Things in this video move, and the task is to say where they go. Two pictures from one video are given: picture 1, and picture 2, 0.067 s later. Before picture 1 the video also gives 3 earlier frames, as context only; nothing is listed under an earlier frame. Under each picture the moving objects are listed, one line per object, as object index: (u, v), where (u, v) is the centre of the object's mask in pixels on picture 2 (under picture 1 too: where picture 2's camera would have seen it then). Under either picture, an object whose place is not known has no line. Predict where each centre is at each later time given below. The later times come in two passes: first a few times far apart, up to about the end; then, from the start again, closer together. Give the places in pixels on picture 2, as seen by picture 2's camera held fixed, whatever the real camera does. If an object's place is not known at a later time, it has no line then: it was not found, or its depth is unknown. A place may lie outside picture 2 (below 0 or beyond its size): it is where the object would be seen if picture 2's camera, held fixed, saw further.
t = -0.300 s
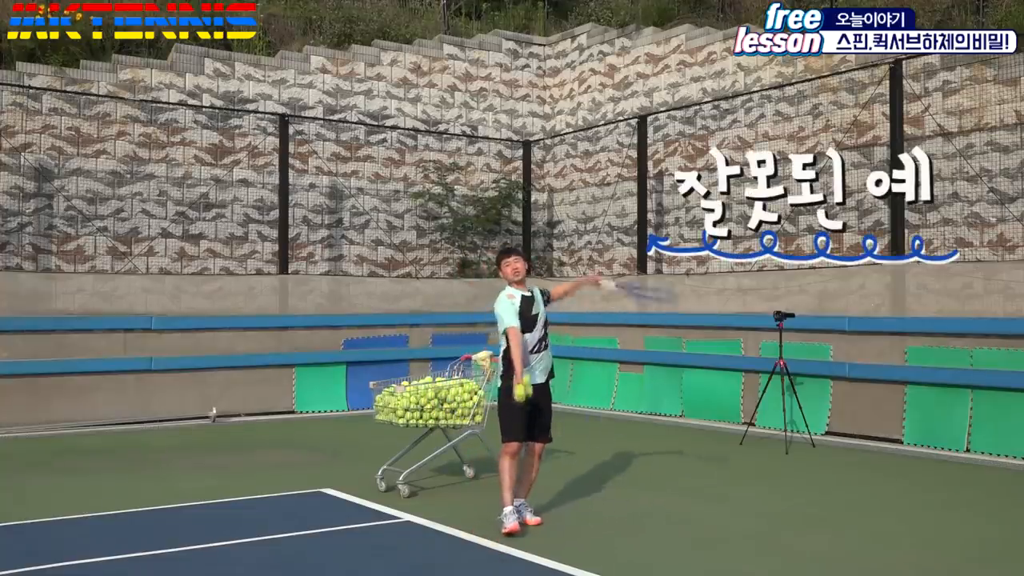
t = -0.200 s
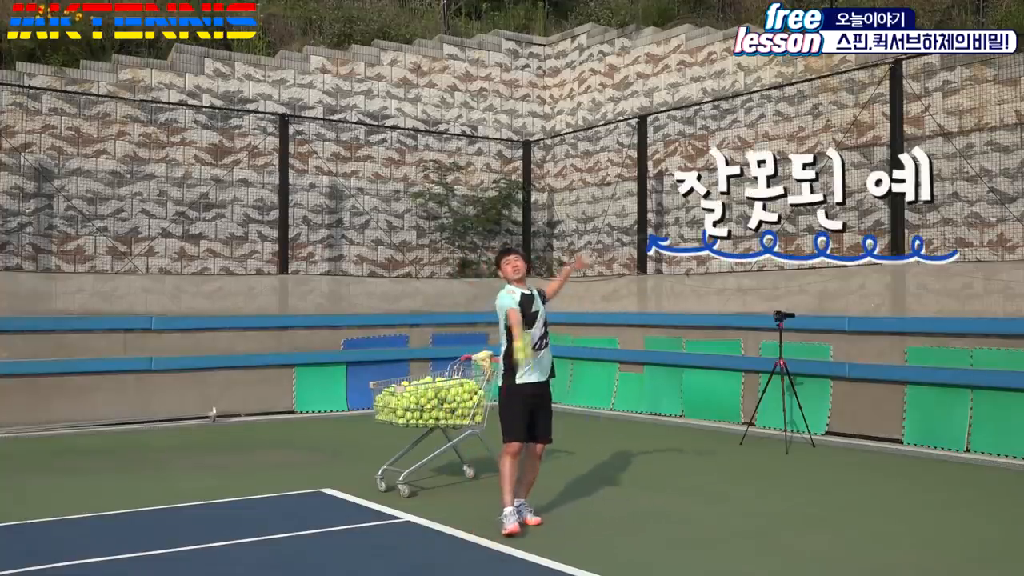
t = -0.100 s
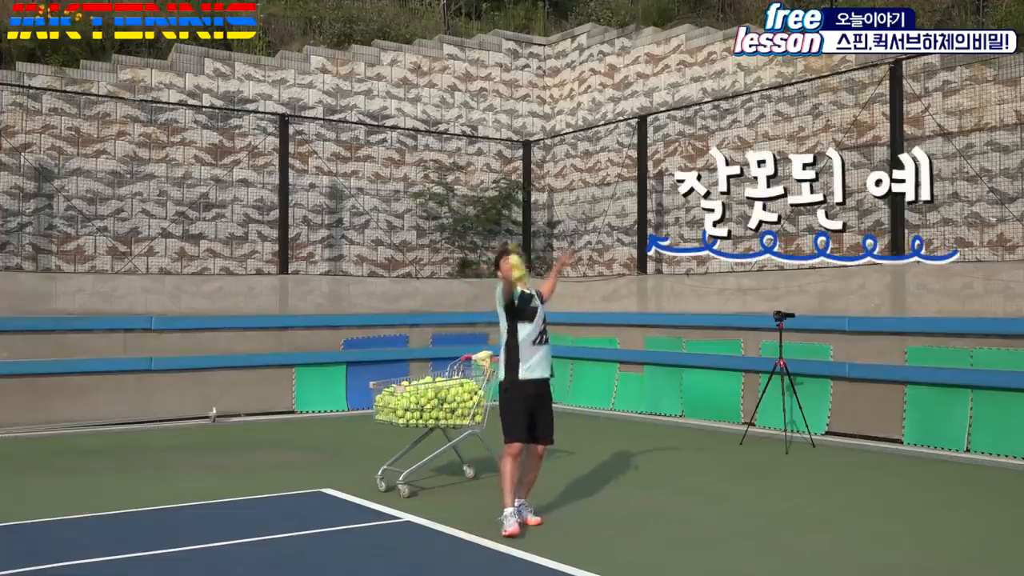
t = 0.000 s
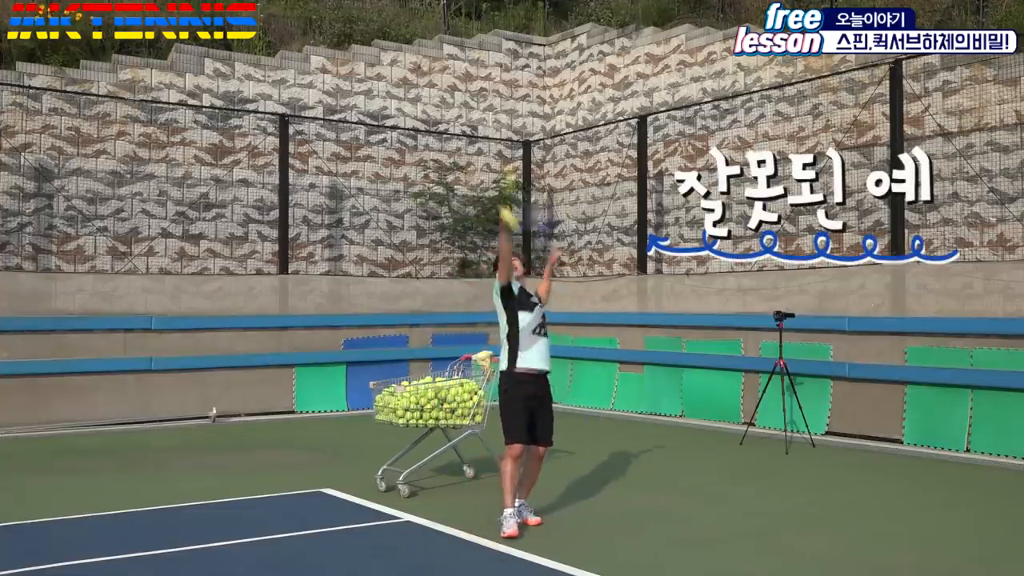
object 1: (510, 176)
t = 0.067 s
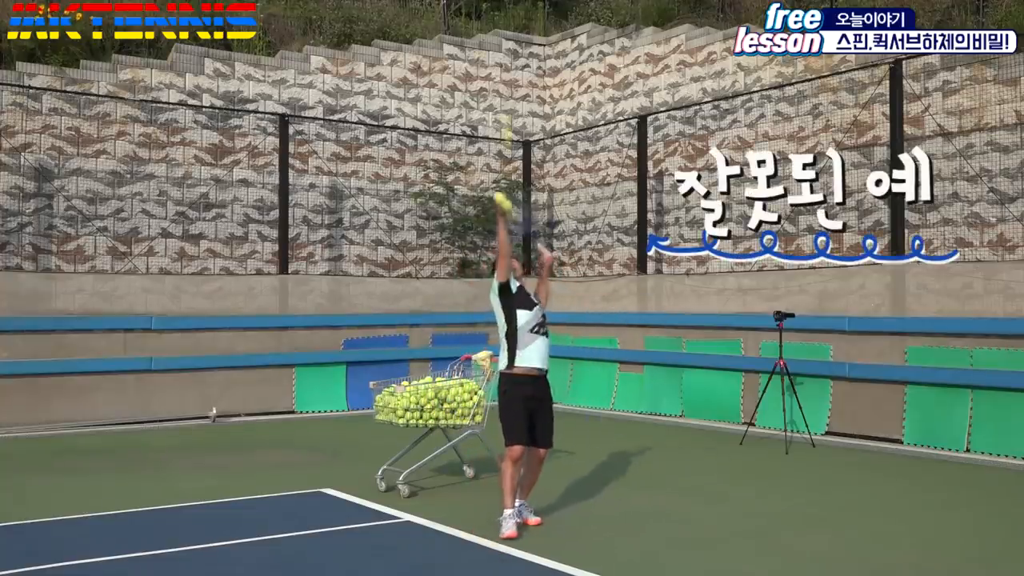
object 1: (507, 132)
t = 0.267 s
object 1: (504, 51)
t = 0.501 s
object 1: (496, 34)
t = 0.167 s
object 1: (505, 83)
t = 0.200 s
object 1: (505, 72)
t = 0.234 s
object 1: (504, 59)
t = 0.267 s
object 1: (504, 51)
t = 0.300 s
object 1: (501, 43)
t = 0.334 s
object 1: (500, 37)
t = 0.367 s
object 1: (499, 33)
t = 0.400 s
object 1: (499, 32)
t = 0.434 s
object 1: (498, 32)
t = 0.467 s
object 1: (498, 32)
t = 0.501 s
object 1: (496, 34)
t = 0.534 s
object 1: (495, 39)
